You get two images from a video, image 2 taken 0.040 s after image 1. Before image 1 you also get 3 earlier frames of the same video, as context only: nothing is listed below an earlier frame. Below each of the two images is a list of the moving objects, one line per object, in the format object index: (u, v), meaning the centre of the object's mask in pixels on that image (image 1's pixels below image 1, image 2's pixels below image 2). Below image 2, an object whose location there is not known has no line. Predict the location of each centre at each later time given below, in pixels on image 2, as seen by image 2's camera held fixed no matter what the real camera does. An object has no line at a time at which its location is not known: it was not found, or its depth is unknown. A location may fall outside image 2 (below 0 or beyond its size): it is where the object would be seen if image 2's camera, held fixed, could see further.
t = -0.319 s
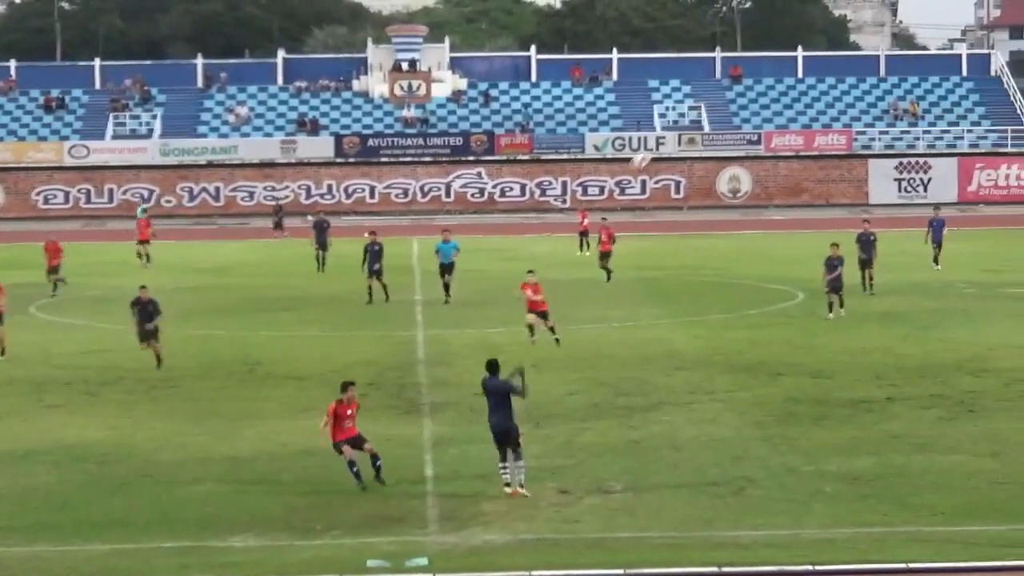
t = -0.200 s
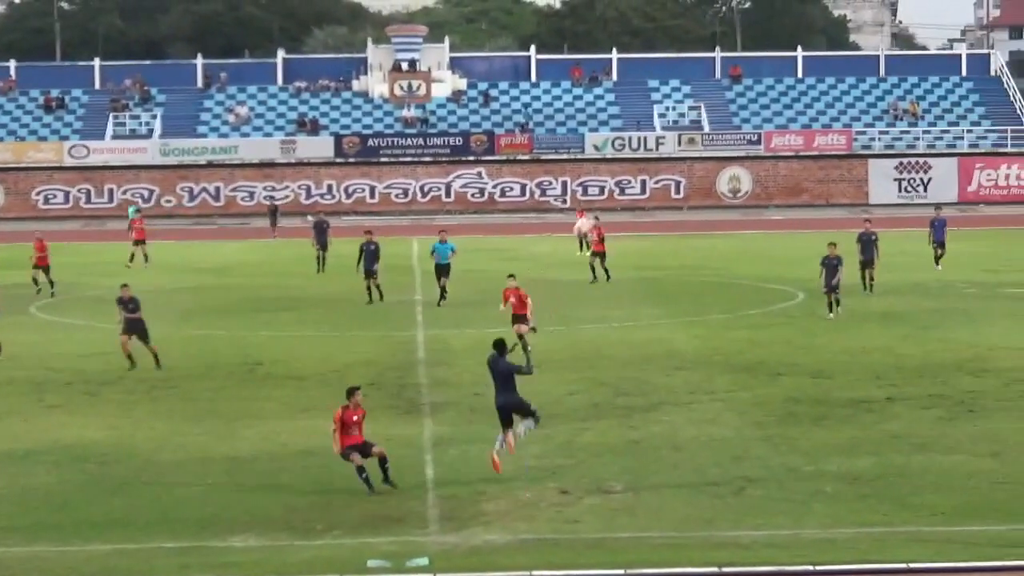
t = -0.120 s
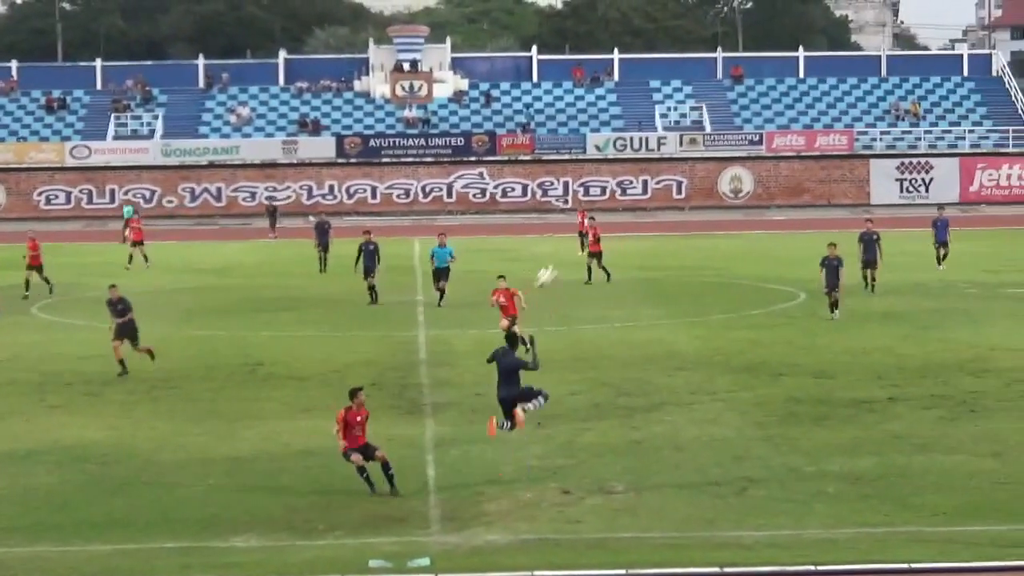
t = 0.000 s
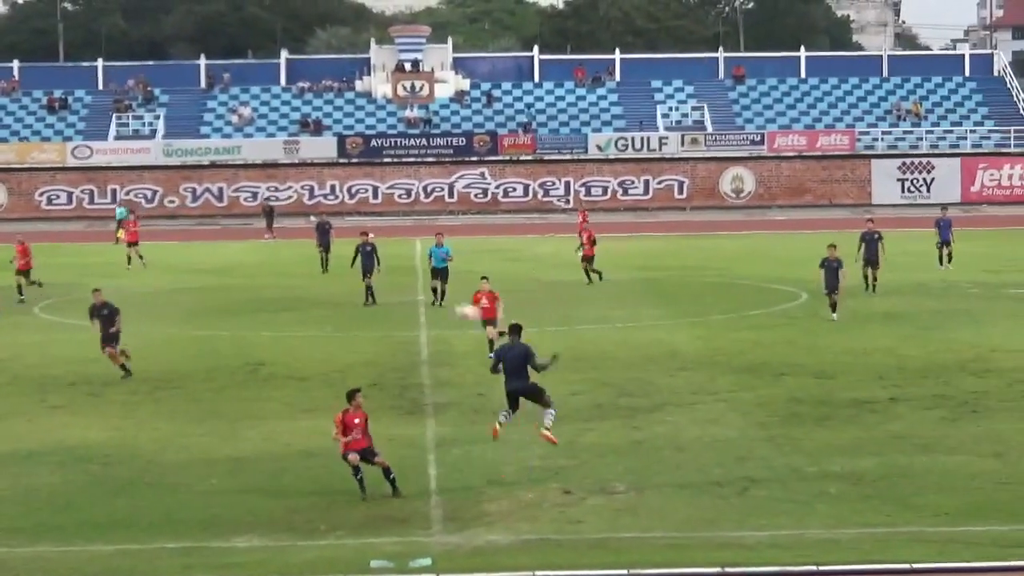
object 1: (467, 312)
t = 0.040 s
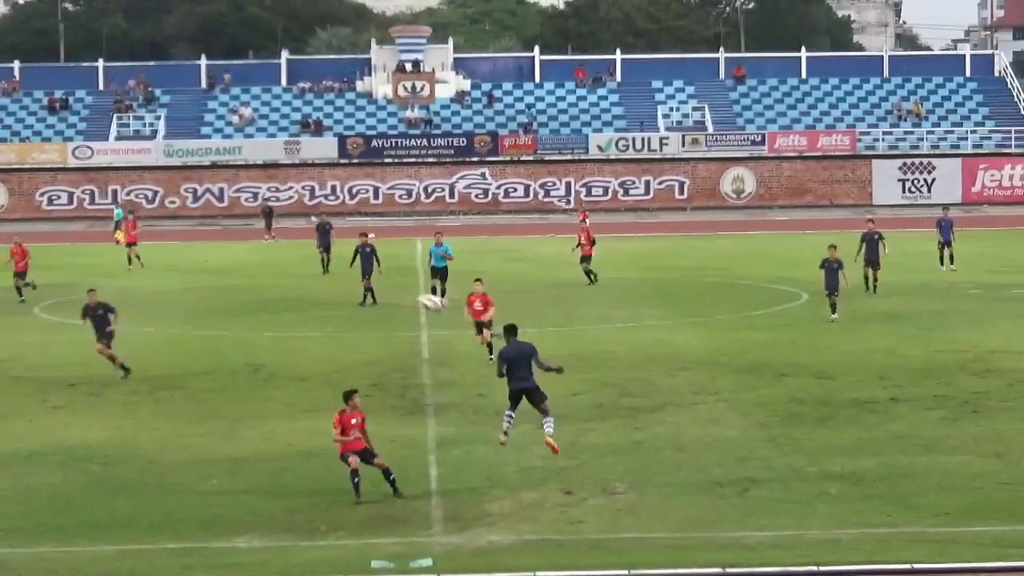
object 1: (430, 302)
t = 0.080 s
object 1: (397, 293)
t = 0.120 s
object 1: (360, 286)
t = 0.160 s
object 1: (328, 281)
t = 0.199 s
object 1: (299, 276)
